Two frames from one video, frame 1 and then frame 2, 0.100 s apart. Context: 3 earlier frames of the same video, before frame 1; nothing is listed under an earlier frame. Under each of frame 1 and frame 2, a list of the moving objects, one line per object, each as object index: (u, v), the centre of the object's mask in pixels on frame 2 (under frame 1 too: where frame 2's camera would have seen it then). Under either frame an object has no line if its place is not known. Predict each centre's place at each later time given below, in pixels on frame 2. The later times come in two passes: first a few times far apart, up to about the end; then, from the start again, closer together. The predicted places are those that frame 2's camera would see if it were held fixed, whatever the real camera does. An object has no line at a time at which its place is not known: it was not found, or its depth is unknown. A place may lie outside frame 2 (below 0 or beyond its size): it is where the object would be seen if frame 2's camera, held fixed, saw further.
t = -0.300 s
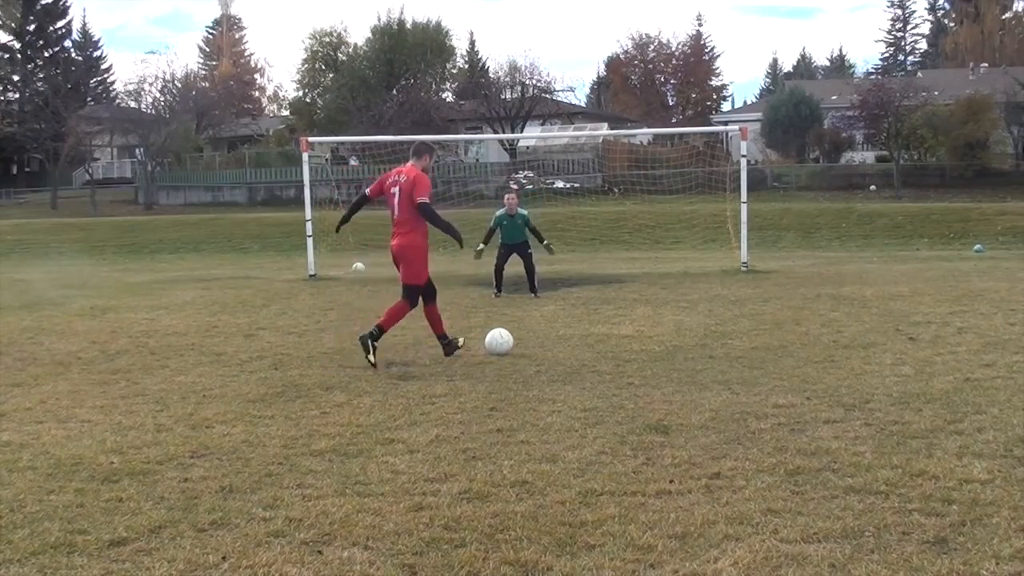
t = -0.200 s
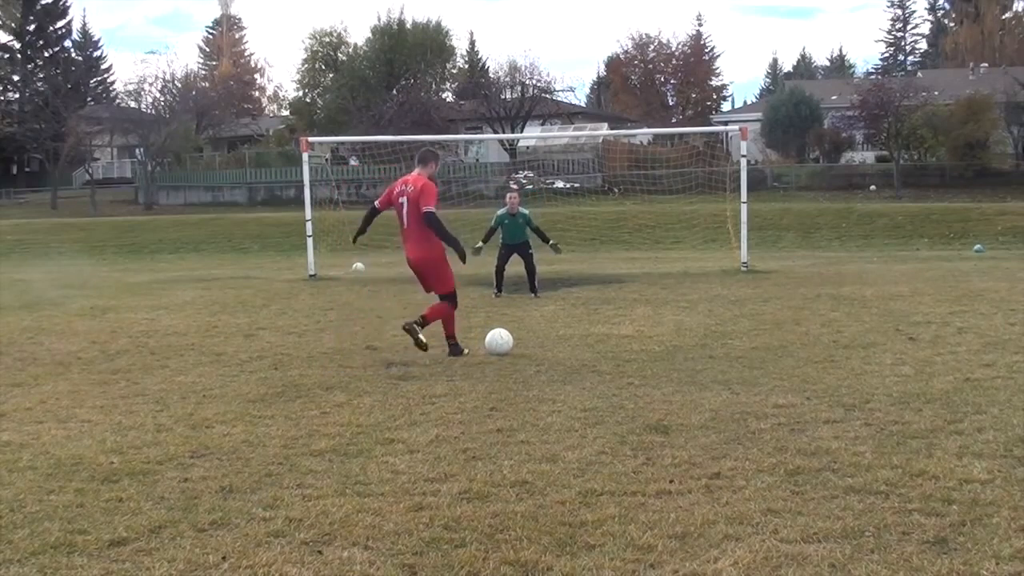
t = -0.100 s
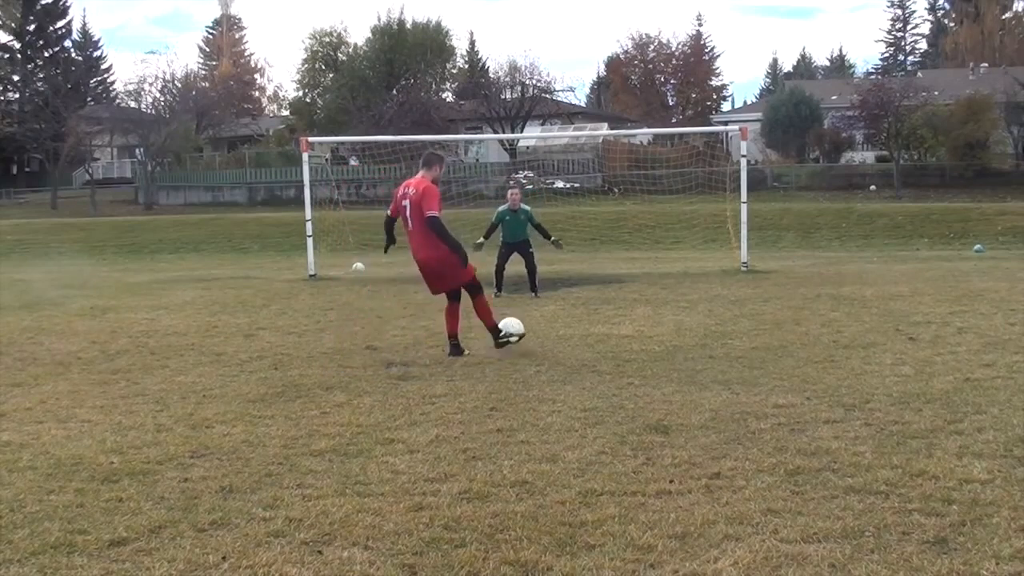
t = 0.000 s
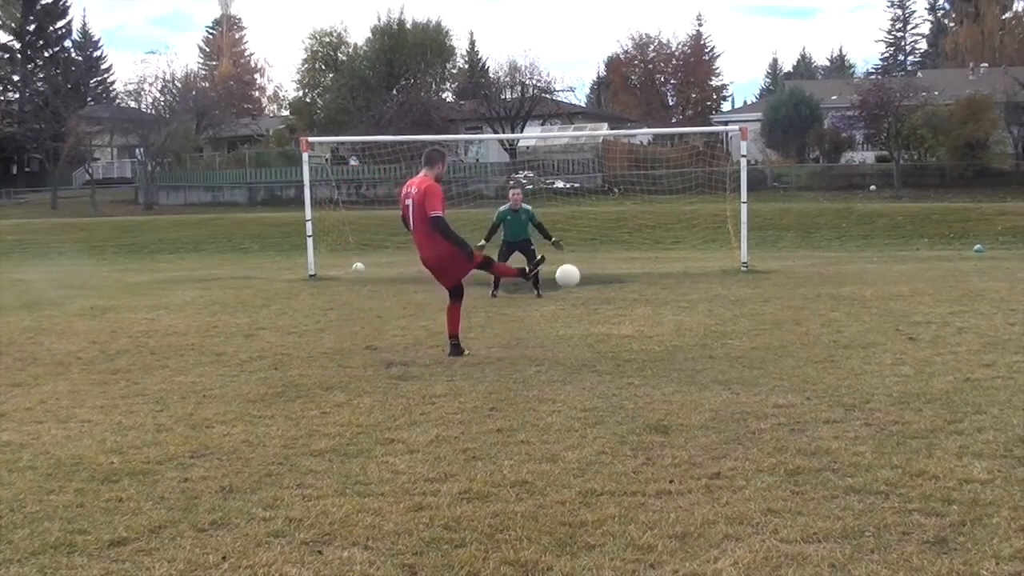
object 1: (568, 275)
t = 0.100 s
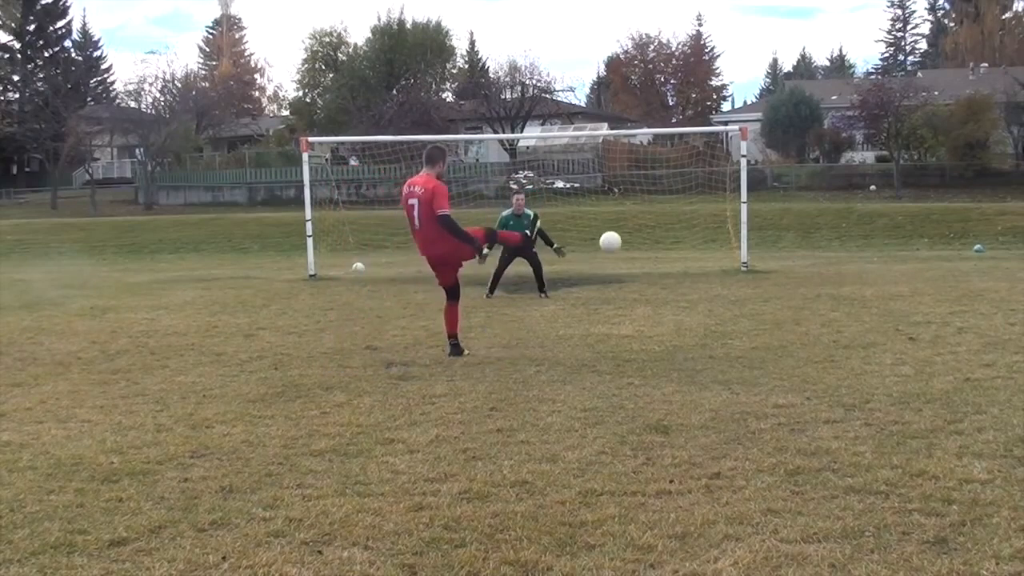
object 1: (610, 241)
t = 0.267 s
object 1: (658, 217)
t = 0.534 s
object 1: (701, 231)
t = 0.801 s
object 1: (720, 256)
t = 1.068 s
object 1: (759, 250)
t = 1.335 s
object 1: (776, 260)
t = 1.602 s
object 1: (784, 261)
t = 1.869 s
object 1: (792, 262)
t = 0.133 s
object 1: (622, 234)
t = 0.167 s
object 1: (632, 228)
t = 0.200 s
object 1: (642, 223)
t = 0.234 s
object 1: (651, 220)
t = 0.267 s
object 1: (658, 217)
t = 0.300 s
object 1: (665, 216)
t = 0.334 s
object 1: (672, 216)
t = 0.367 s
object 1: (678, 216)
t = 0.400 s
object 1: (684, 218)
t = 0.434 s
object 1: (689, 220)
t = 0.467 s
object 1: (693, 223)
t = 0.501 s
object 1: (697, 226)
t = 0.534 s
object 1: (701, 231)
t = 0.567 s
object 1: (705, 235)
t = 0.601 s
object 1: (708, 240)
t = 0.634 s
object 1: (711, 246)
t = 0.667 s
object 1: (713, 252)
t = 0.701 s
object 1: (716, 258)
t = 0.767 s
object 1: (719, 260)
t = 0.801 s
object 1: (720, 256)
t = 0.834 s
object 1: (723, 252)
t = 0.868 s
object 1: (727, 248)
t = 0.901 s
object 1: (732, 246)
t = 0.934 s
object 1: (737, 244)
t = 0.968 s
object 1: (748, 244)
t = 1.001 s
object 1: (751, 245)
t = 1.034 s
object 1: (754, 247)
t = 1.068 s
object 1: (759, 250)
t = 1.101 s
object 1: (762, 253)
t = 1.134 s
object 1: (766, 257)
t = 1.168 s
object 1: (769, 261)
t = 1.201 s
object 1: (771, 261)
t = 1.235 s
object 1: (772, 260)
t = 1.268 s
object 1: (774, 259)
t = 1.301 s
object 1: (775, 259)
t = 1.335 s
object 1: (776, 260)
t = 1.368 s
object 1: (777, 261)
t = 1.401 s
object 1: (778, 262)
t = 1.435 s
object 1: (779, 261)
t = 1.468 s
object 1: (780, 261)
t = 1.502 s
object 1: (781, 261)
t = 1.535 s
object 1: (782, 262)
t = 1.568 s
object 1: (783, 262)
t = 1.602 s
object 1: (784, 261)
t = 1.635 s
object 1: (785, 261)
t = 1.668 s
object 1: (786, 261)
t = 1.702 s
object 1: (787, 262)
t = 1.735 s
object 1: (788, 262)
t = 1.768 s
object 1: (789, 262)
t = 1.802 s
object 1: (790, 262)
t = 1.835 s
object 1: (791, 262)
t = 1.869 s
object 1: (792, 262)
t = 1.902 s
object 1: (793, 262)
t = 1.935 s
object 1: (794, 262)
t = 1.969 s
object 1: (795, 262)
